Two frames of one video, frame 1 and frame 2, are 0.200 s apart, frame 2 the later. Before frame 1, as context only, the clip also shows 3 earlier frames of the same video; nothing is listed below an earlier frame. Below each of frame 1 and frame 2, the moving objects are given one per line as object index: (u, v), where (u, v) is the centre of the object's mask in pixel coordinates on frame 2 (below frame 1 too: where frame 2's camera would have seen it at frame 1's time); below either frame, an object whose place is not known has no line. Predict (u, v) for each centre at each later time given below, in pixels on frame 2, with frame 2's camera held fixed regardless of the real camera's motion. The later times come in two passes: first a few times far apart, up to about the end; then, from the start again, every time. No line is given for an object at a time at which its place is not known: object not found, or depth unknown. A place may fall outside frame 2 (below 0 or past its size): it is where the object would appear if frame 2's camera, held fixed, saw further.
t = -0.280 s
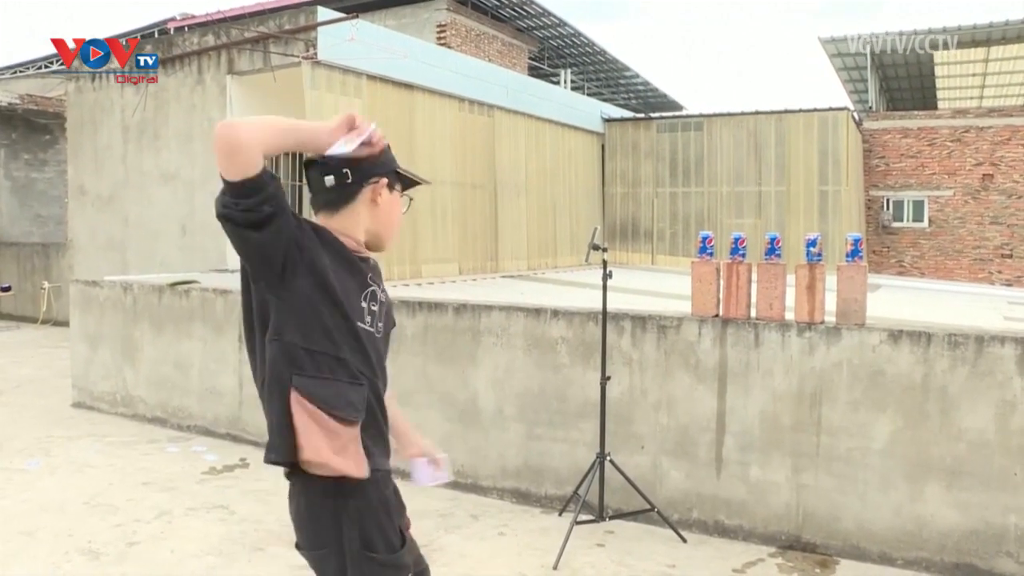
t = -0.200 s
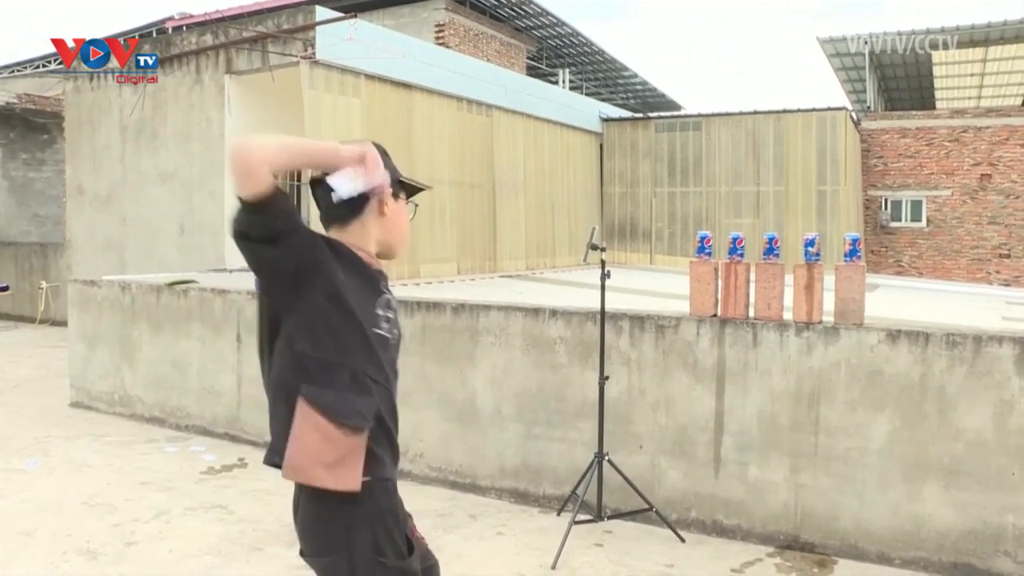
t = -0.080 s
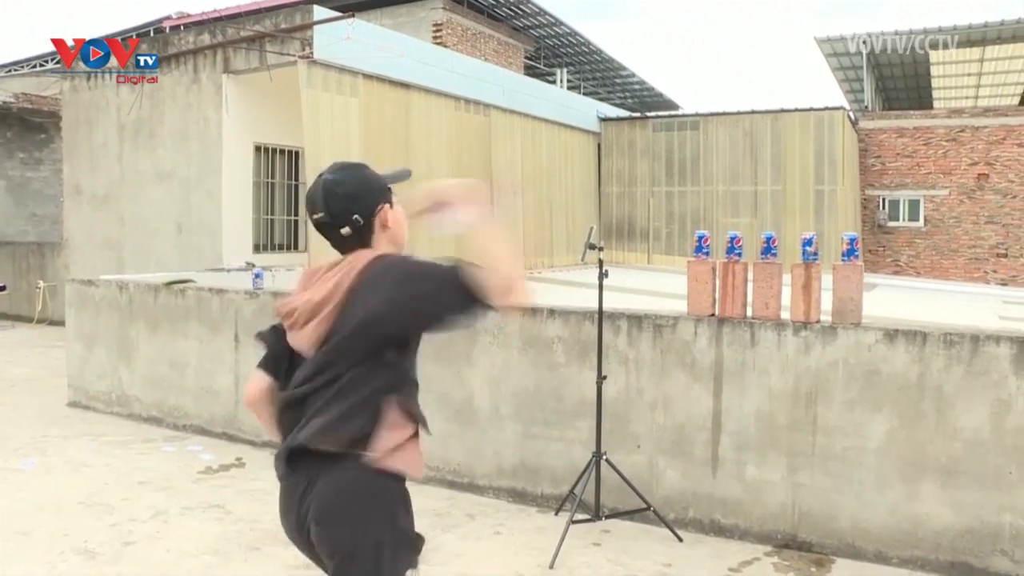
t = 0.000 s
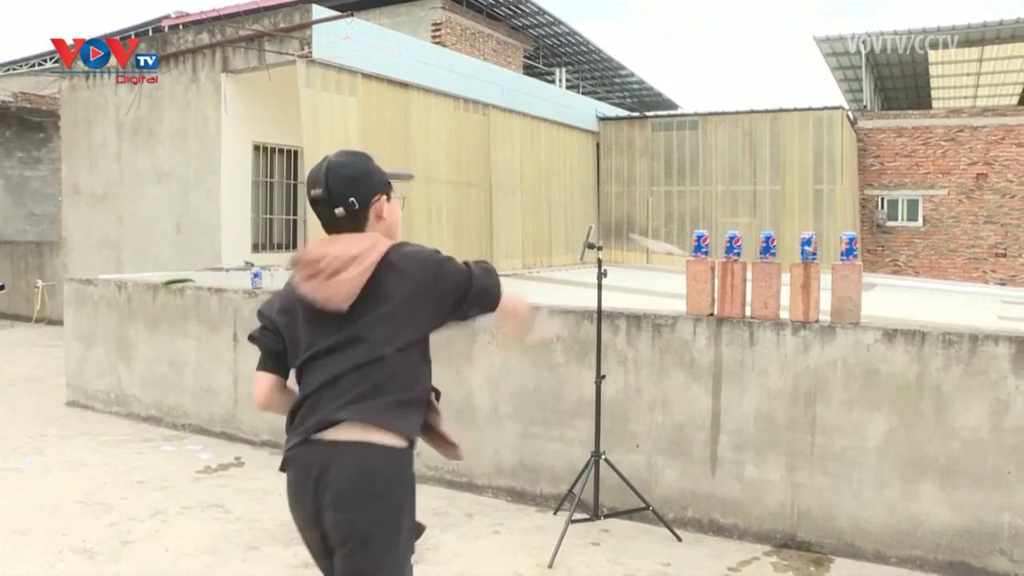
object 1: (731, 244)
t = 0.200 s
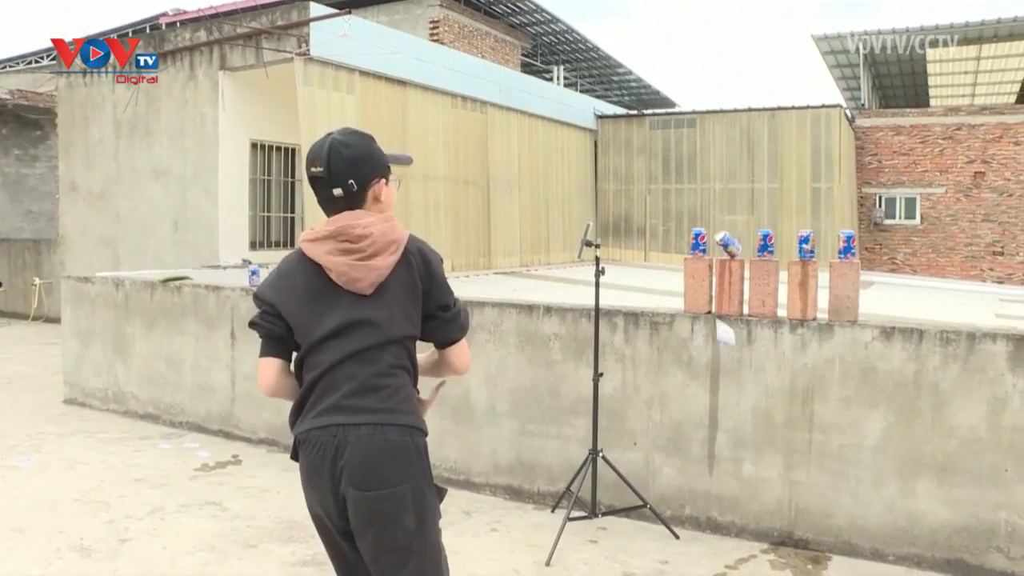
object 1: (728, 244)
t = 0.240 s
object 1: (727, 245)
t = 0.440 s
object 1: (710, 265)
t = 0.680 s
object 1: (680, 408)
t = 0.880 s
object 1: (654, 547)
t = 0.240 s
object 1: (727, 245)
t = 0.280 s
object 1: (724, 248)
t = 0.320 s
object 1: (722, 250)
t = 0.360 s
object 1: (718, 251)
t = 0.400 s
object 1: (714, 256)
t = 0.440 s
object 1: (710, 265)
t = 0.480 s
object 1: (706, 279)
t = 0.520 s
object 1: (702, 296)
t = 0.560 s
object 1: (696, 320)
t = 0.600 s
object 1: (692, 343)
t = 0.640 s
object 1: (686, 374)
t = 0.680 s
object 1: (680, 408)
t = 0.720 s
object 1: (674, 446)
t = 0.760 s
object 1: (667, 487)
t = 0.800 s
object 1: (662, 534)
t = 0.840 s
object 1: (658, 545)
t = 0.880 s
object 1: (654, 547)
